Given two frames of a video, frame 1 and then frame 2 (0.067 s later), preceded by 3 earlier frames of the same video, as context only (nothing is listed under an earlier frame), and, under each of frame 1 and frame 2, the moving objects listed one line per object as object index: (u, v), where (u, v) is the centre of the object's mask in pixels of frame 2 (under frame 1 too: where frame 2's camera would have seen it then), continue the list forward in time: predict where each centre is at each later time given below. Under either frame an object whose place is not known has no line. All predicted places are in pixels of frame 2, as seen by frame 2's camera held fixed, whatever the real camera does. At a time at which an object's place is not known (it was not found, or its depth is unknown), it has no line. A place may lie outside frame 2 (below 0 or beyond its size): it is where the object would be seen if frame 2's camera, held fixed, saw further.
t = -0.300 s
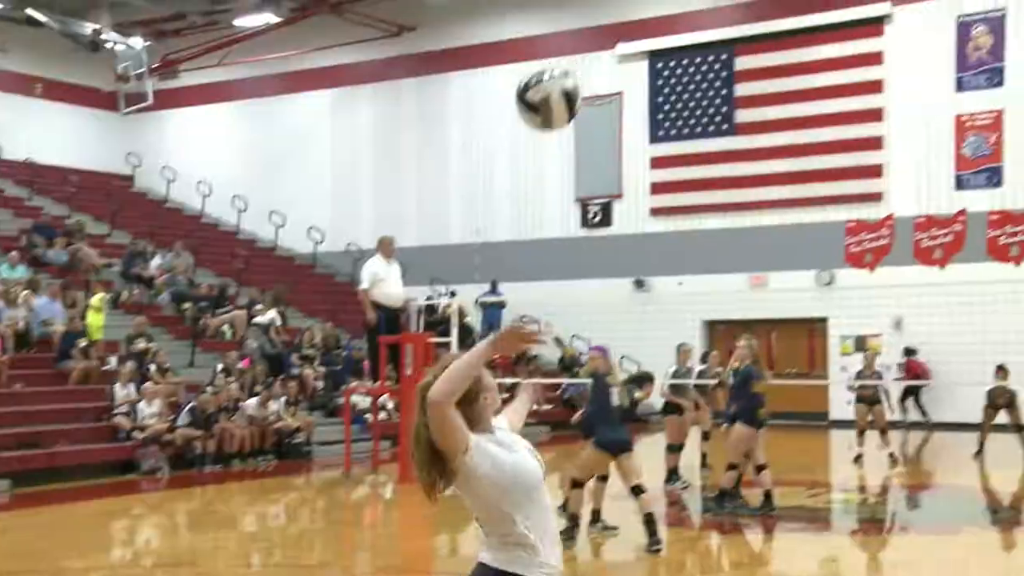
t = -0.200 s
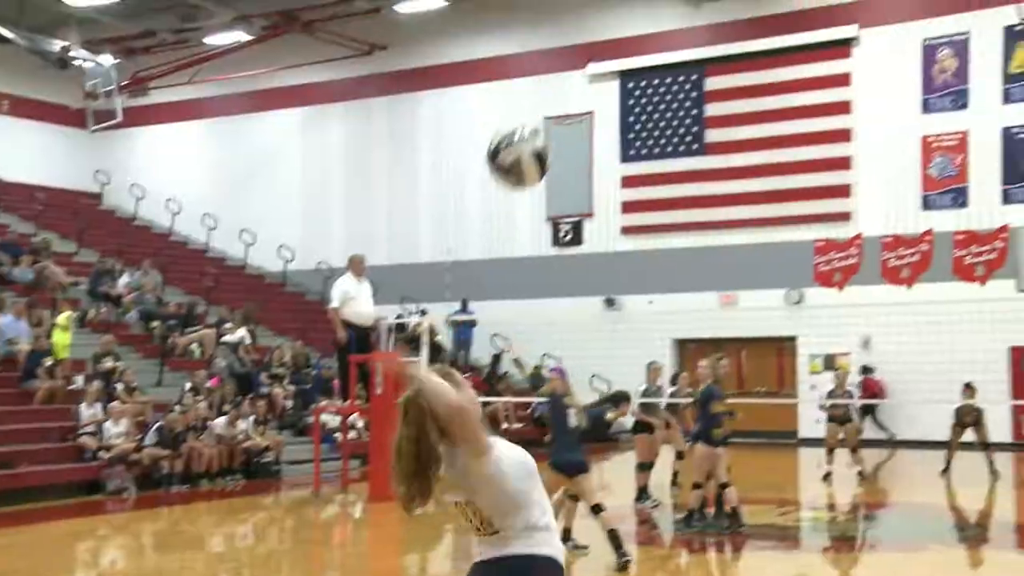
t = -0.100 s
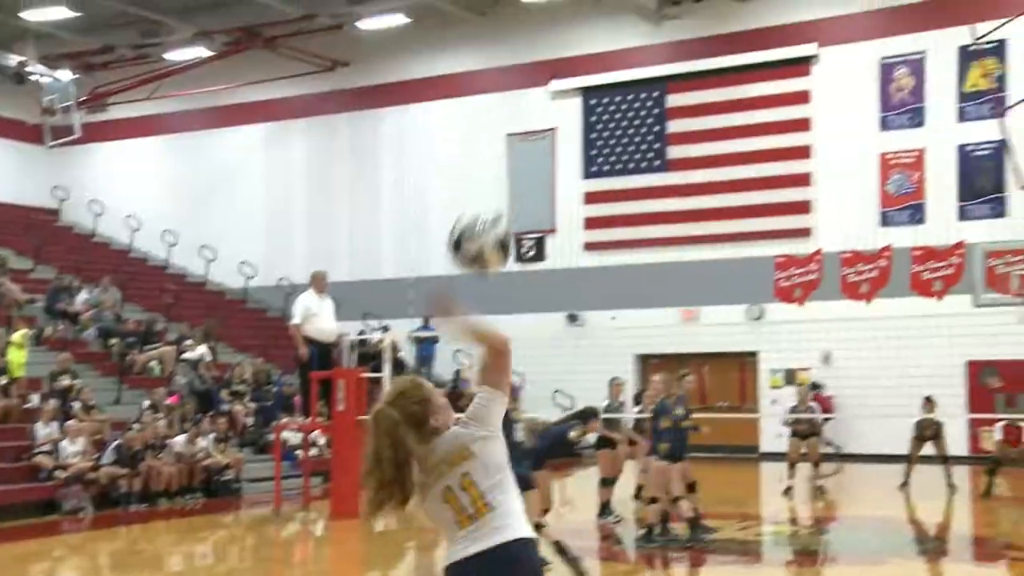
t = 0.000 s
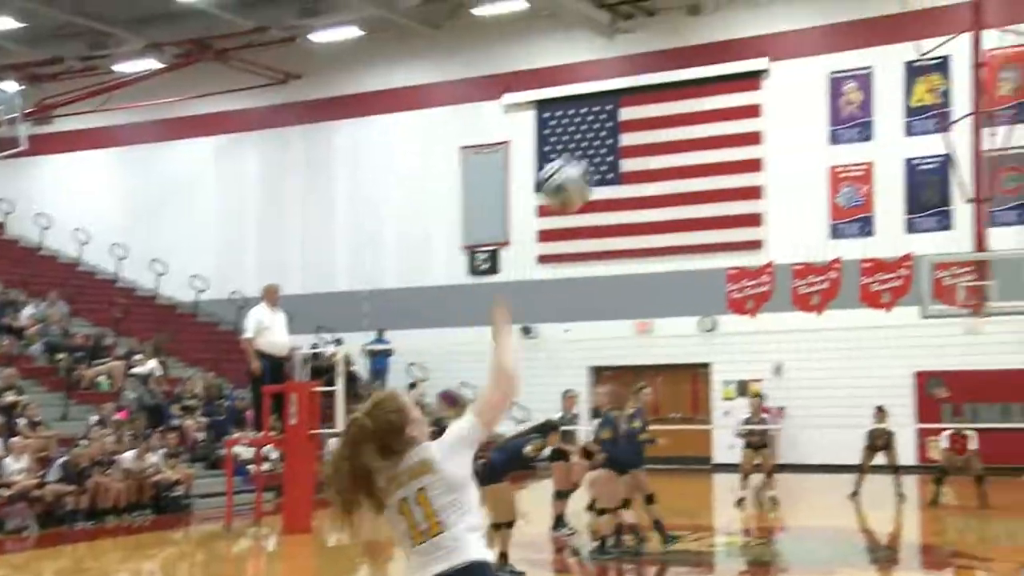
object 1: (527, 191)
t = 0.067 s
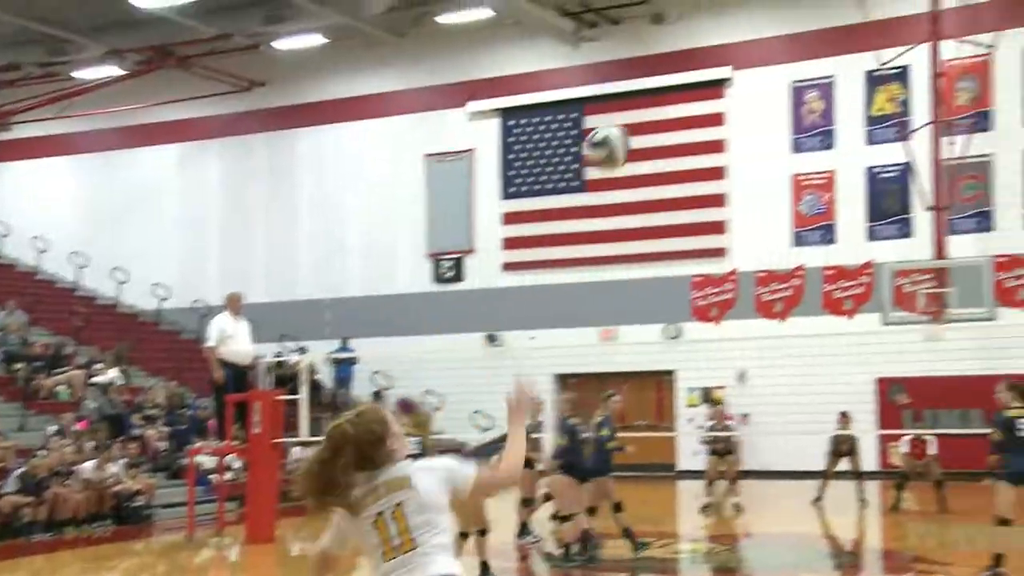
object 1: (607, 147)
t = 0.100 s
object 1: (641, 131)
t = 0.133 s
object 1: (669, 119)
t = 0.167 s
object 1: (696, 110)
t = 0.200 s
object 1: (720, 104)
